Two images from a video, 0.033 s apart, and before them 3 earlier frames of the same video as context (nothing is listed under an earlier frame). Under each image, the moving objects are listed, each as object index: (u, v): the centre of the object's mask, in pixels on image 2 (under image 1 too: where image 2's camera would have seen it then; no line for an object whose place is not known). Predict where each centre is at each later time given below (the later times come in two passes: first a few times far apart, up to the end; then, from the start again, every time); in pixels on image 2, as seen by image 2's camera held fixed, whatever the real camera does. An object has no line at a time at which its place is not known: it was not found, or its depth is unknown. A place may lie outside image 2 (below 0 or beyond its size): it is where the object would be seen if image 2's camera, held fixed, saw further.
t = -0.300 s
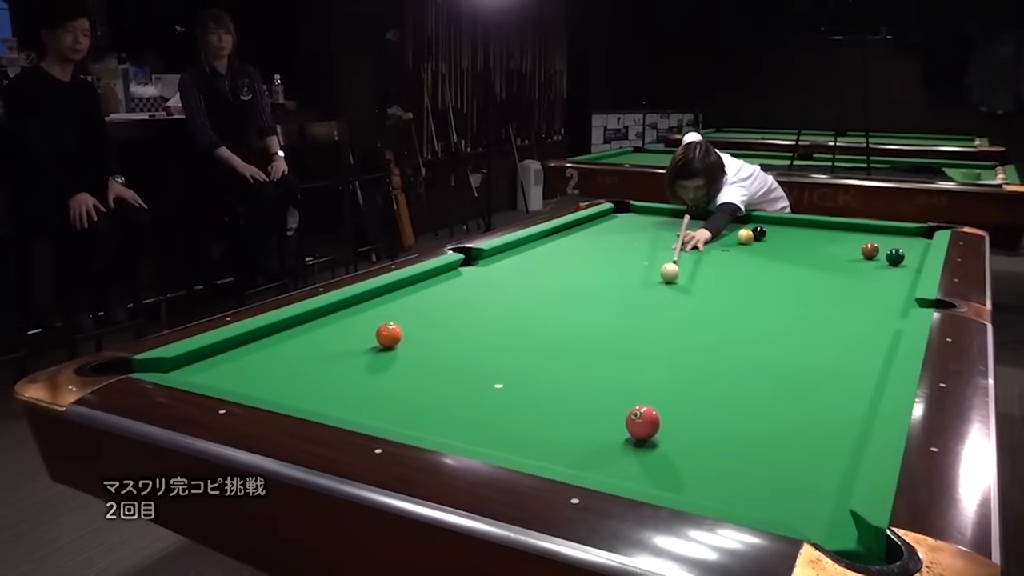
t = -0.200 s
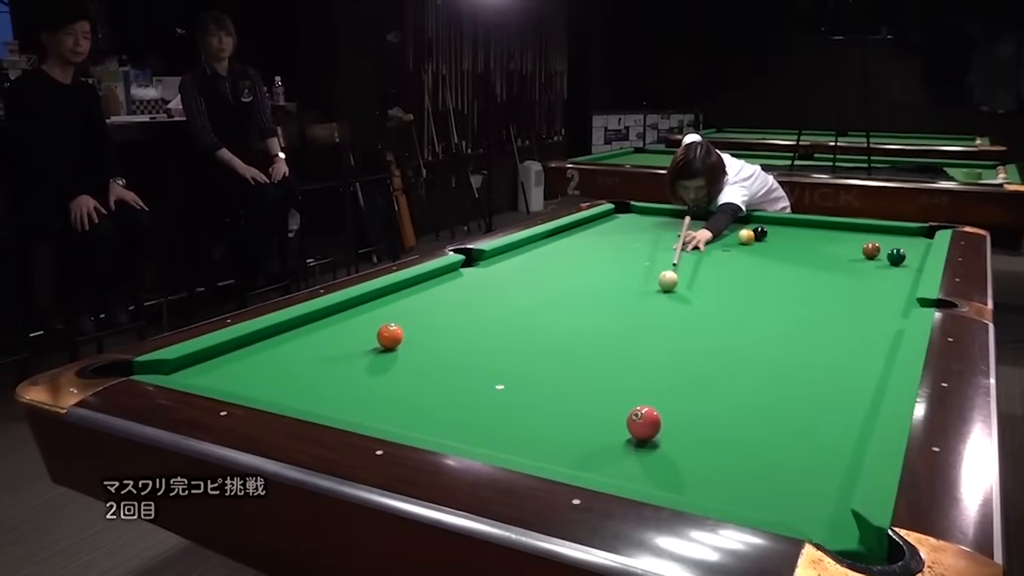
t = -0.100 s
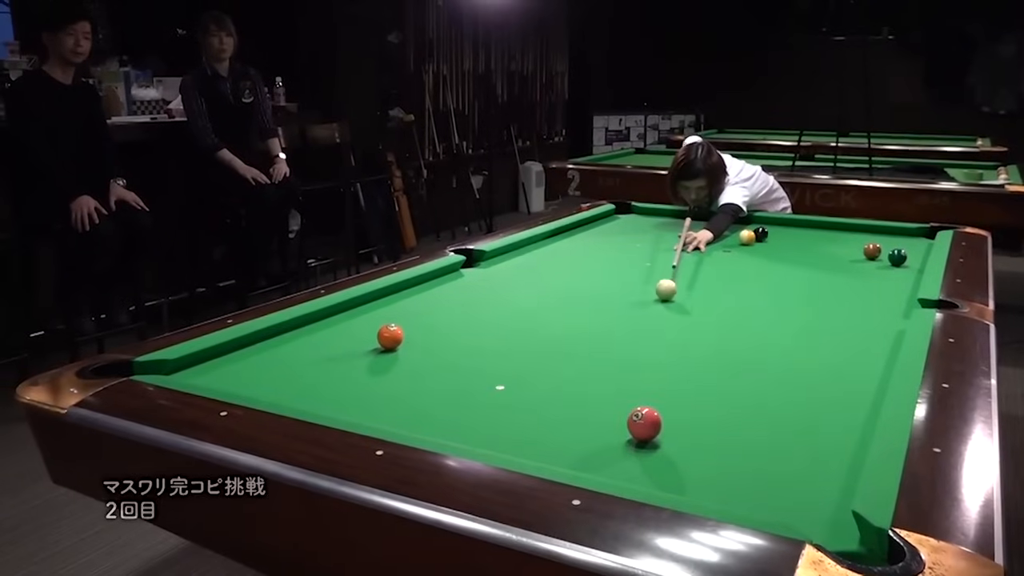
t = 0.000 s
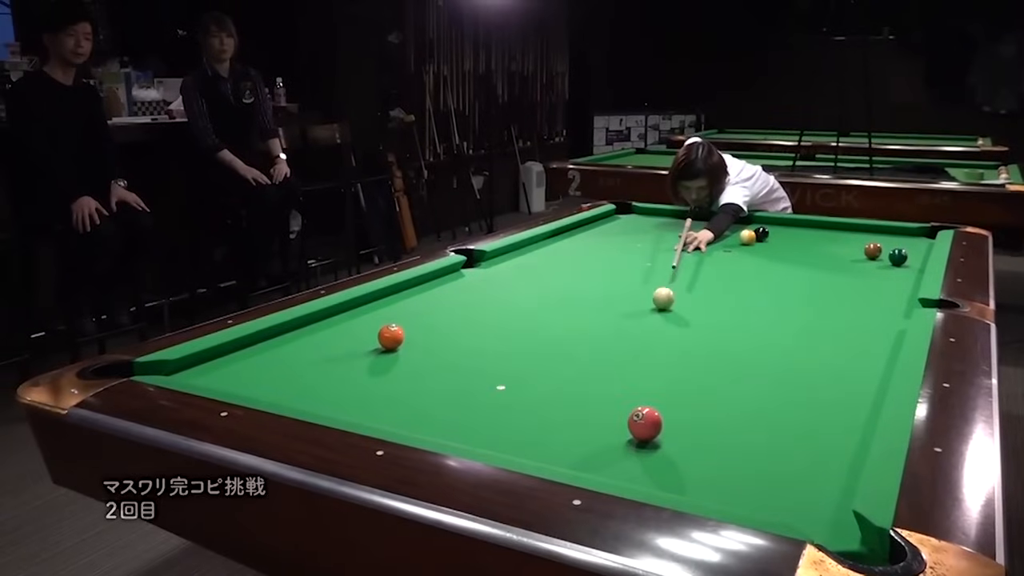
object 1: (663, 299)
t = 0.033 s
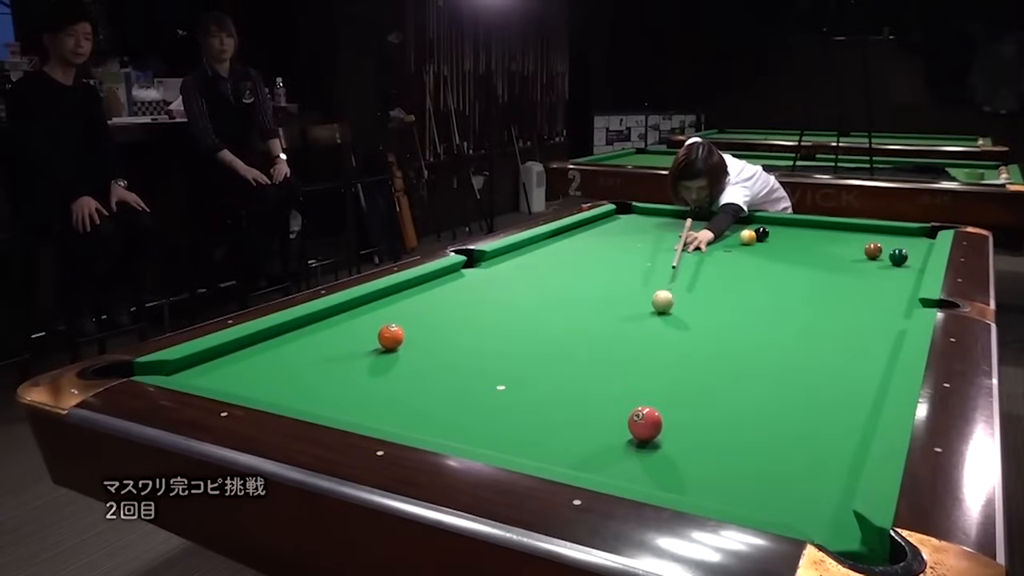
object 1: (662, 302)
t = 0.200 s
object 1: (656, 319)
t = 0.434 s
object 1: (647, 347)
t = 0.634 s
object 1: (637, 376)
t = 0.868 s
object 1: (617, 414)
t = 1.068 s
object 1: (570, 432)
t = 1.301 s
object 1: (516, 448)
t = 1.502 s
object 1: (523, 440)
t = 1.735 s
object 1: (530, 425)
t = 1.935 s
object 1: (535, 413)
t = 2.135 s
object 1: (539, 404)
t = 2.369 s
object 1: (544, 394)
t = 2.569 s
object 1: (547, 387)
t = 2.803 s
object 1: (551, 379)
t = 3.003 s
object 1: (554, 374)
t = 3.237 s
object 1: (558, 368)
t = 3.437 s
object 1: (561, 363)
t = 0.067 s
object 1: (661, 305)
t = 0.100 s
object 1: (660, 308)
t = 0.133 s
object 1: (659, 312)
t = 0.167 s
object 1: (658, 315)
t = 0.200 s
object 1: (656, 319)
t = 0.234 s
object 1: (655, 322)
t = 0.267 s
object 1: (654, 326)
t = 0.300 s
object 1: (653, 330)
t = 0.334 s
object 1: (651, 334)
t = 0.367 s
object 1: (650, 338)
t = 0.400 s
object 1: (649, 342)
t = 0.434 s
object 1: (647, 347)
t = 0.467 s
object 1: (646, 351)
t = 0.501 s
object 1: (644, 356)
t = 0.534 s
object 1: (642, 360)
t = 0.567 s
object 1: (641, 365)
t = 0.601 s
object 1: (639, 371)
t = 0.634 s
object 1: (637, 376)
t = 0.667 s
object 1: (636, 381)
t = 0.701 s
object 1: (633, 387)
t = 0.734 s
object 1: (631, 392)
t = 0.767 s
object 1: (629, 397)
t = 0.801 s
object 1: (626, 403)
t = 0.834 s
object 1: (623, 409)
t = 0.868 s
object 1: (617, 414)
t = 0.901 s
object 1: (609, 416)
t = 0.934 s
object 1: (602, 419)
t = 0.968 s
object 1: (594, 423)
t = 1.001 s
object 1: (586, 425)
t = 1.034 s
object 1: (578, 429)
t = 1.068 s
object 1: (570, 432)
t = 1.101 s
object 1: (562, 436)
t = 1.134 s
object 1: (553, 439)
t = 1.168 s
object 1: (545, 443)
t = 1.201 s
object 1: (537, 445)
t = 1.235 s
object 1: (528, 446)
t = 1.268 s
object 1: (520, 448)
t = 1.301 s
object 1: (516, 448)
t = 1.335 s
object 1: (518, 446)
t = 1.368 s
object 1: (519, 445)
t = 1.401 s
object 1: (520, 443)
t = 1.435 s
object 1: (521, 442)
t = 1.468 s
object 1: (522, 441)
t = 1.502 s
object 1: (523, 440)
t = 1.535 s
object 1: (524, 437)
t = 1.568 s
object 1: (525, 435)
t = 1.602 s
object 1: (526, 432)
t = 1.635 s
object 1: (527, 430)
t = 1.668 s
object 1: (528, 428)
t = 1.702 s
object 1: (529, 427)
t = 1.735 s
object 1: (530, 425)
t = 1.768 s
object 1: (530, 422)
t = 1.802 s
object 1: (531, 421)
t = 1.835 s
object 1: (533, 418)
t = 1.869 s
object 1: (534, 417)
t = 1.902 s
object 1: (534, 416)
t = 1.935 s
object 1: (535, 413)
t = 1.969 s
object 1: (536, 412)
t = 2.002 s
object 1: (536, 410)
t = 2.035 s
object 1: (537, 408)
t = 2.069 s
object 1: (538, 407)
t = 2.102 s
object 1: (539, 406)
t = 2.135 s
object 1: (539, 404)
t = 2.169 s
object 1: (540, 402)
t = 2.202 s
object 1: (541, 401)
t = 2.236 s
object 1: (541, 399)
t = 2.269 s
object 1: (542, 398)
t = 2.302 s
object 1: (543, 397)
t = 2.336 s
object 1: (543, 395)
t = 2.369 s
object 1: (544, 394)
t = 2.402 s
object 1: (545, 393)
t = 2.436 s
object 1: (545, 391)
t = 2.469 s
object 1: (546, 390)
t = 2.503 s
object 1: (546, 389)
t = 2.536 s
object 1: (547, 388)
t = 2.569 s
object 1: (547, 387)
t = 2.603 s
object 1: (548, 386)
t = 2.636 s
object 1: (549, 384)
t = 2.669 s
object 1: (549, 383)
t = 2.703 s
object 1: (550, 383)
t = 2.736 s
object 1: (550, 381)
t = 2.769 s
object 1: (551, 380)
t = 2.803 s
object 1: (551, 379)
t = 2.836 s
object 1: (552, 378)
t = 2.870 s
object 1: (552, 377)
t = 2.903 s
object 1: (553, 376)
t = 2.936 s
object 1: (553, 376)
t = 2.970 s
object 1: (554, 374)
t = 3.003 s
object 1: (554, 374)
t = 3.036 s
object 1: (555, 373)
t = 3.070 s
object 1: (556, 372)
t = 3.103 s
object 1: (556, 371)
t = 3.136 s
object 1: (556, 371)
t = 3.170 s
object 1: (557, 369)
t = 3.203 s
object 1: (557, 369)
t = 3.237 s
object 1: (558, 368)
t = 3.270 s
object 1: (558, 367)
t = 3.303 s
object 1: (559, 367)
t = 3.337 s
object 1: (559, 366)
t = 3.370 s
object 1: (560, 366)
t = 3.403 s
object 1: (560, 364)
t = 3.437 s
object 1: (561, 363)
